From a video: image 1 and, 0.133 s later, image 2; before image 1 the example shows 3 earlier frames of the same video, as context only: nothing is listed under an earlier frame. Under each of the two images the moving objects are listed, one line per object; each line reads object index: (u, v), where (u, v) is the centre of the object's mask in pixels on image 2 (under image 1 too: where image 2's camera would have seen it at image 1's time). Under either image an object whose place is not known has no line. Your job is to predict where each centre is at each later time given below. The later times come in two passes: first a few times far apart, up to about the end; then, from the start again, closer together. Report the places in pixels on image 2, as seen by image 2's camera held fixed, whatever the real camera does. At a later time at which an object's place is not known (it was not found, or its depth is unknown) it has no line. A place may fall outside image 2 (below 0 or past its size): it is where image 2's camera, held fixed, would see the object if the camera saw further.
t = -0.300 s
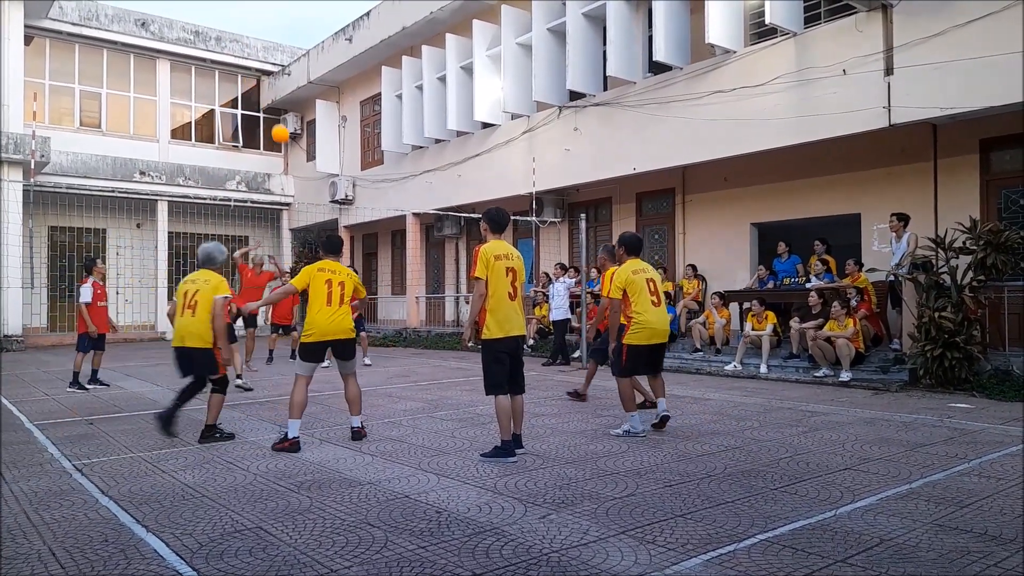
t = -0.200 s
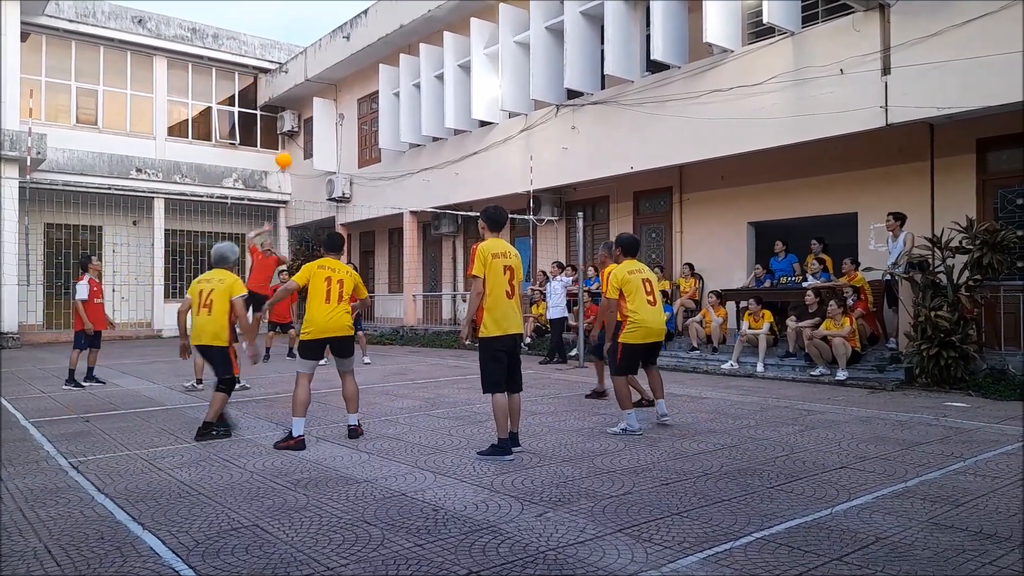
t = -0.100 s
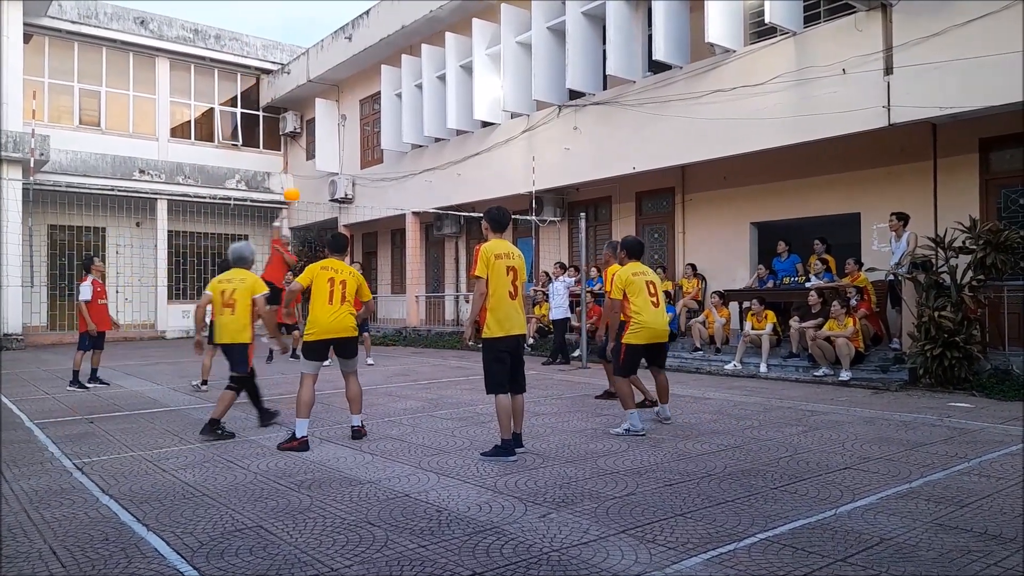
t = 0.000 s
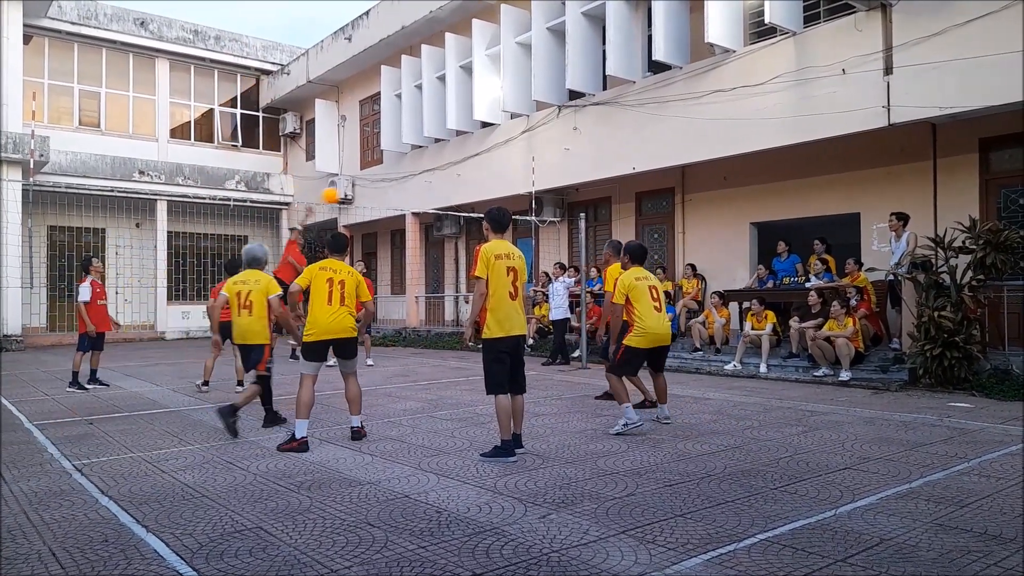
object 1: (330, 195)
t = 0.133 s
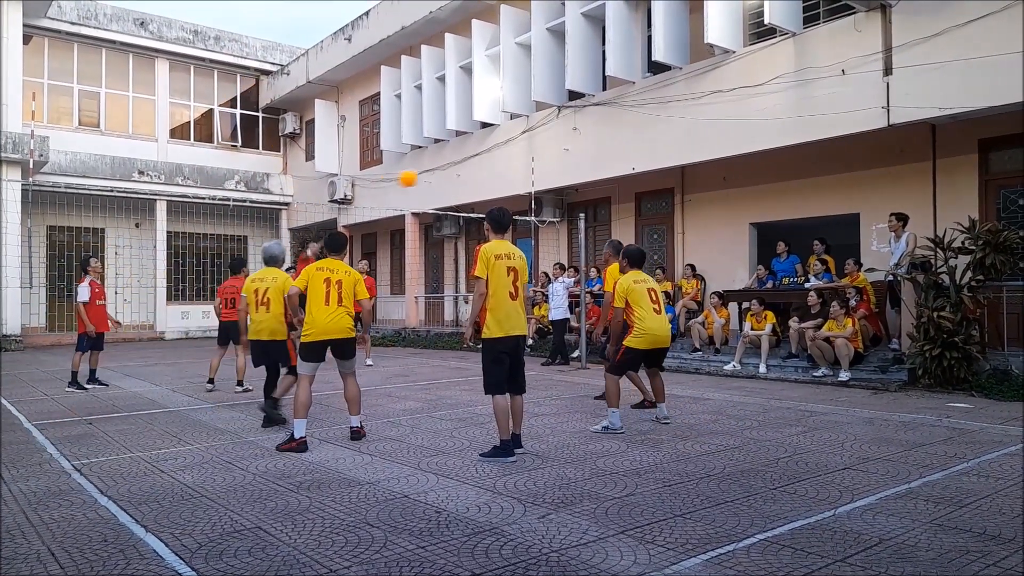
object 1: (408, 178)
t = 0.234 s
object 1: (468, 171)
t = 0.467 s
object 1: (635, 175)
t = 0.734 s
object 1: (875, 230)
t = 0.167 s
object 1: (428, 175)
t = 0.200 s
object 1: (449, 172)
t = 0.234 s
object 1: (468, 171)
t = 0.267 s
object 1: (490, 170)
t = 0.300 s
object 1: (512, 169)
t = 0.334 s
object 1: (535, 168)
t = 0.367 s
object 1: (558, 169)
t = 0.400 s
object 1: (582, 169)
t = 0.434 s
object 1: (608, 171)
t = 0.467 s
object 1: (635, 175)
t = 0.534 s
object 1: (688, 180)
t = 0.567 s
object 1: (716, 186)
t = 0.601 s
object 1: (746, 193)
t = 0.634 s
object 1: (776, 200)
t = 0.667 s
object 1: (809, 209)
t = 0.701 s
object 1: (841, 220)
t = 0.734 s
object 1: (875, 230)
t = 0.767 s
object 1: (918, 246)
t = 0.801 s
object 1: (955, 260)
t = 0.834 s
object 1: (993, 277)
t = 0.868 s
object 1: (1018, 293)
